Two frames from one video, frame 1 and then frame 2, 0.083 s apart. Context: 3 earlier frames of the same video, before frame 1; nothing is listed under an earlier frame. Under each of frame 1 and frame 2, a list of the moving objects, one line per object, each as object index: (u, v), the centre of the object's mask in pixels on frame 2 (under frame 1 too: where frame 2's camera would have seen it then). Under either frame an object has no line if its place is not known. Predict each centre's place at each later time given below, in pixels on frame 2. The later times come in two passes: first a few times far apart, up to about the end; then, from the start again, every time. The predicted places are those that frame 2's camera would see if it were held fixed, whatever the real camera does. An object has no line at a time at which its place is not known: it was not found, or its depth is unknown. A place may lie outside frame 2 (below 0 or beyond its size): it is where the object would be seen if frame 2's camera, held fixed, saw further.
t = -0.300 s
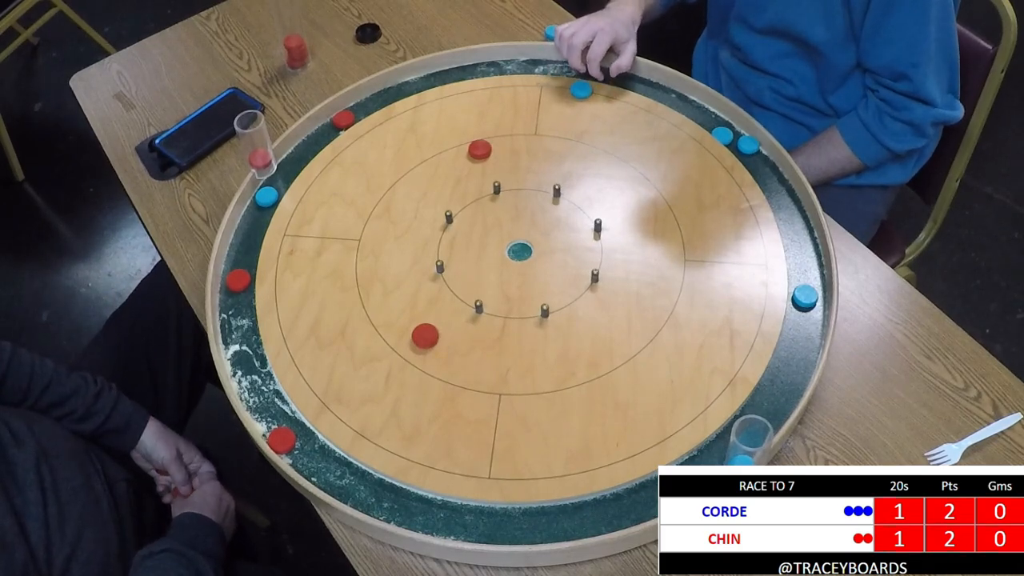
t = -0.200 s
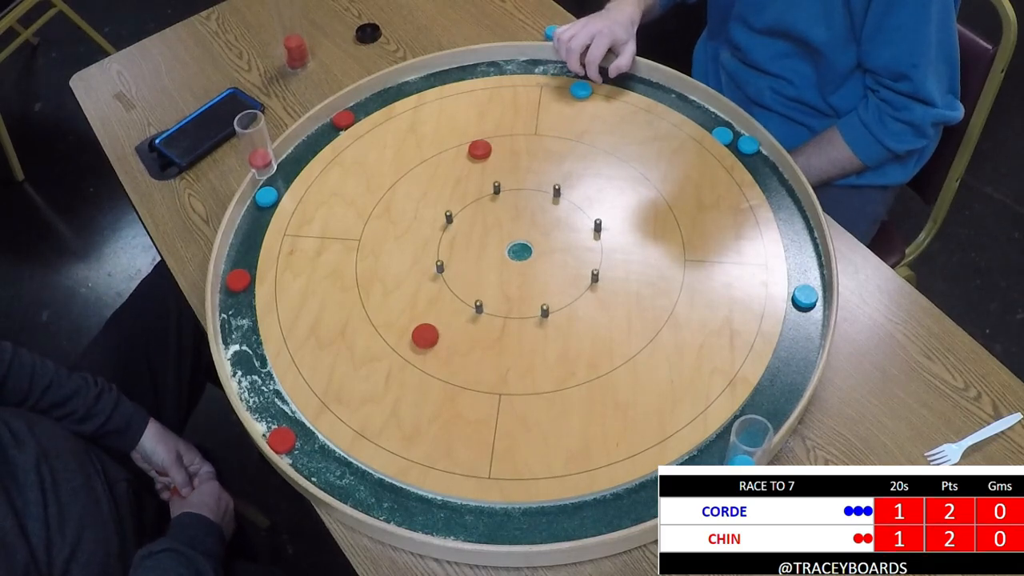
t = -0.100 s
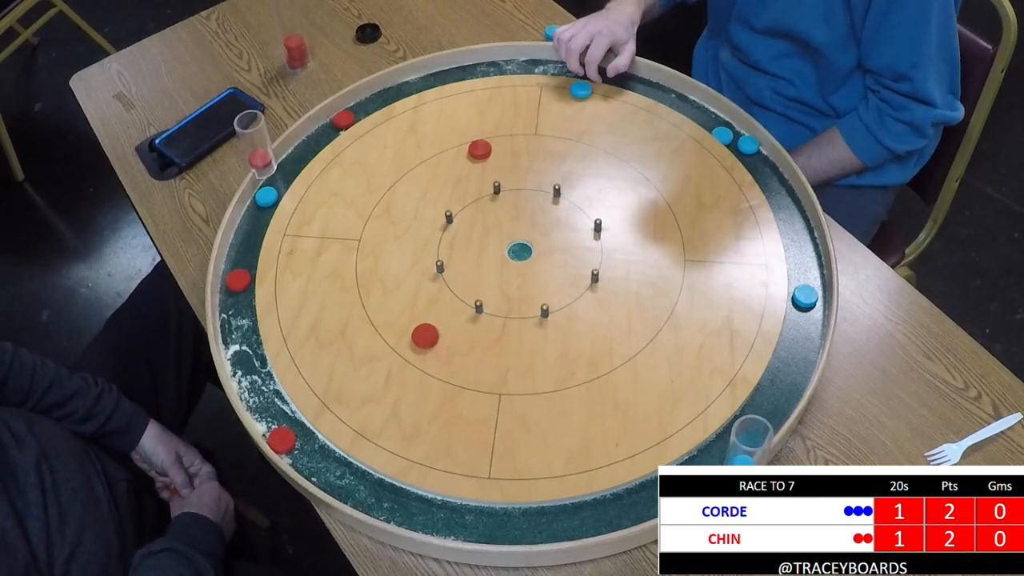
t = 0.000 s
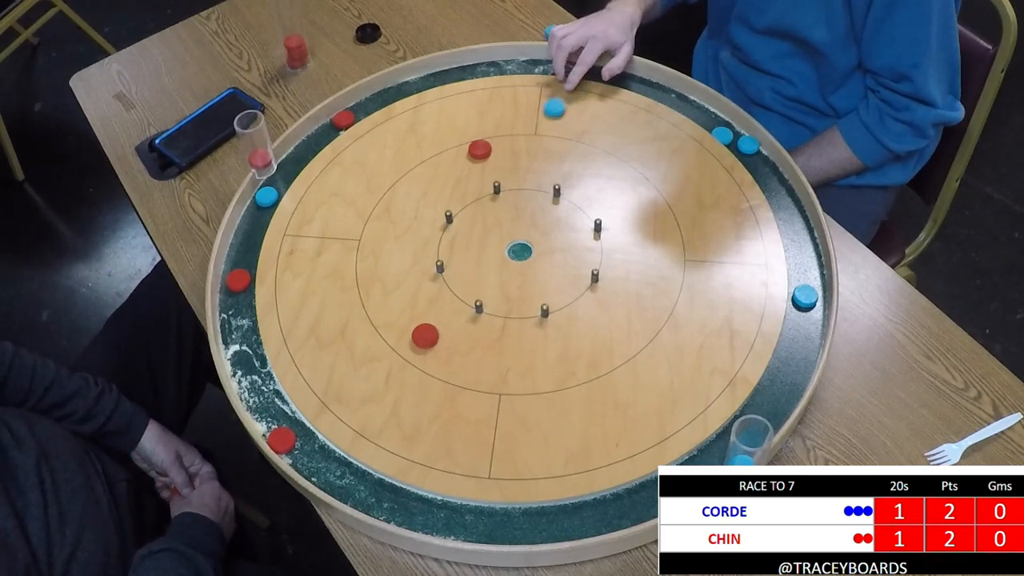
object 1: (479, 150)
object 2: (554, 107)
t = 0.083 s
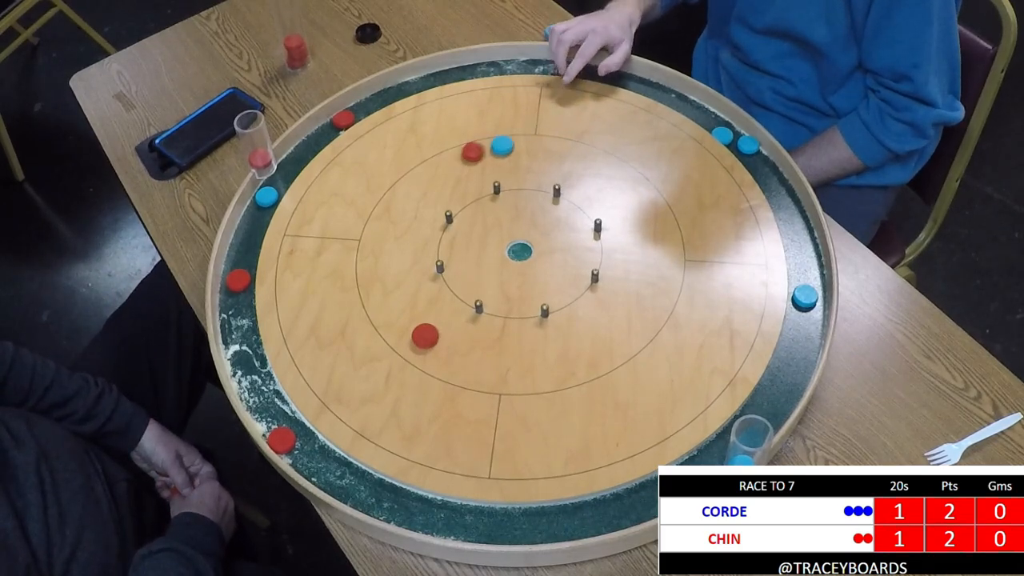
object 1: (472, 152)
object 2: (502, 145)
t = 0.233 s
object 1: (363, 193)
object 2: (506, 172)
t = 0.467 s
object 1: (240, 253)
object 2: (515, 178)
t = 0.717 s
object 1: (235, 259)
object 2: (515, 178)
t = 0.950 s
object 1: (236, 259)
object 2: (515, 178)
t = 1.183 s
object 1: (236, 259)
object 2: (515, 178)
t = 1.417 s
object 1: (236, 259)
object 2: (515, 178)
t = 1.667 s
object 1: (236, 259)
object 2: (515, 178)
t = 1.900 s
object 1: (236, 259)
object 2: (515, 178)
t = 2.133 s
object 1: (236, 259)
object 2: (515, 178)
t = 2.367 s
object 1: (236, 259)
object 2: (515, 178)
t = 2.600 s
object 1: (236, 259)
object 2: (515, 178)
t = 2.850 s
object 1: (236, 259)
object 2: (515, 178)
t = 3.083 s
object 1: (236, 259)
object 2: (515, 178)
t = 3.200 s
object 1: (236, 259)
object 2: (515, 178)
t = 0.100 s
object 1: (460, 157)
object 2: (503, 149)
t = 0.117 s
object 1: (447, 162)
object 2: (503, 152)
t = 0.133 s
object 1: (435, 166)
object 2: (504, 156)
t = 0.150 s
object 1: (423, 170)
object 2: (504, 159)
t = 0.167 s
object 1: (410, 175)
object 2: (504, 161)
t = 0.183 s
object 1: (398, 180)
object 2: (505, 164)
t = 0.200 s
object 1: (386, 184)
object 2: (505, 167)
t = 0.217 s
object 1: (375, 189)
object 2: (505, 170)
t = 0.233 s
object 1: (363, 193)
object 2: (506, 172)
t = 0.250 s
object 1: (352, 197)
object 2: (506, 174)
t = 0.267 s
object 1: (341, 202)
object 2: (506, 176)
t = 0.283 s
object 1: (330, 206)
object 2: (507, 178)
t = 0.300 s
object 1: (319, 210)
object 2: (508, 179)
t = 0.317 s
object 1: (309, 214)
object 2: (509, 179)
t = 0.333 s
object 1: (299, 218)
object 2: (510, 179)
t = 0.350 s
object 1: (289, 223)
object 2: (511, 179)
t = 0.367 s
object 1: (278, 226)
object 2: (512, 178)
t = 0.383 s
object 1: (268, 230)
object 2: (513, 178)
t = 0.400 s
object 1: (259, 234)
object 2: (514, 178)
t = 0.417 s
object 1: (251, 239)
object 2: (514, 178)
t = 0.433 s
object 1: (242, 245)
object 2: (515, 178)
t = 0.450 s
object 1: (236, 251)
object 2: (515, 178)
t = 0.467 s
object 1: (240, 253)
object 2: (515, 178)
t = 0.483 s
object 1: (243, 255)
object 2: (515, 178)
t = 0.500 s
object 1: (246, 258)
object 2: (515, 178)
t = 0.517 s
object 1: (245, 259)
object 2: (515, 178)
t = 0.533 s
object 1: (242, 260)
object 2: (515, 178)
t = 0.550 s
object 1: (240, 259)
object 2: (515, 178)
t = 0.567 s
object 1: (238, 259)
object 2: (515, 178)
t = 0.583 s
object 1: (237, 259)
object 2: (515, 178)
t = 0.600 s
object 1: (235, 259)
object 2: (515, 178)
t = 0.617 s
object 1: (234, 259)
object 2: (515, 178)
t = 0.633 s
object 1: (234, 259)
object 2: (515, 178)
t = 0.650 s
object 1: (234, 259)
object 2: (515, 178)
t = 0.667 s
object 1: (235, 259)
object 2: (515, 178)
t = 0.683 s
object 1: (235, 259)
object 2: (515, 178)
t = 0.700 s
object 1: (235, 259)
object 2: (515, 178)
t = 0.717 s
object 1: (235, 259)
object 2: (515, 178)
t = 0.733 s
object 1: (235, 259)
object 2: (515, 178)
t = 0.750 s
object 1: (236, 259)
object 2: (515, 178)
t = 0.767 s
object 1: (236, 259)
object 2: (515, 178)
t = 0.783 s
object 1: (236, 259)
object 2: (515, 178)
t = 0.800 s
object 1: (236, 259)
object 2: (515, 178)
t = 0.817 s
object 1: (236, 259)
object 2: (515, 178)
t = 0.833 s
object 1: (236, 259)
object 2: (515, 178)
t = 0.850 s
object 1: (236, 259)
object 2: (515, 178)
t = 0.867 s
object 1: (236, 259)
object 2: (515, 178)
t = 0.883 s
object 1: (236, 259)
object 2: (515, 178)
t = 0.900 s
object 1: (236, 259)
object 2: (515, 178)
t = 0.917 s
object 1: (236, 259)
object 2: (515, 178)
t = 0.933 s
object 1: (236, 259)
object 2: (515, 178)
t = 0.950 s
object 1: (236, 259)
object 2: (515, 178)
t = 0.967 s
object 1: (236, 259)
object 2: (515, 178)
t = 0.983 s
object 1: (236, 259)
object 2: (515, 178)
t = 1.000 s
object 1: (236, 259)
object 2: (515, 178)
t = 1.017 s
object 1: (236, 259)
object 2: (515, 178)
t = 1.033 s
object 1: (236, 259)
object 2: (515, 178)
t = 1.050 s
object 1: (236, 259)
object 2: (515, 178)
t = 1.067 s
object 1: (236, 259)
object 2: (515, 178)
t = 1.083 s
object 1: (236, 259)
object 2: (515, 178)
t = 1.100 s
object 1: (236, 259)
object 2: (515, 178)
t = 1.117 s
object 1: (236, 259)
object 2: (515, 178)
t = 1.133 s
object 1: (236, 259)
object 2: (515, 178)
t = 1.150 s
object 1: (236, 259)
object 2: (515, 178)
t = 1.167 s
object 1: (236, 259)
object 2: (515, 178)
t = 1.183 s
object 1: (236, 259)
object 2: (515, 178)
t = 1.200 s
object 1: (236, 259)
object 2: (515, 178)
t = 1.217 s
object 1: (236, 259)
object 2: (515, 178)
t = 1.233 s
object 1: (236, 259)
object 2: (516, 178)
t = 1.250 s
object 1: (236, 259)
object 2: (515, 178)
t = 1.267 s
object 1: (236, 259)
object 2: (515, 178)
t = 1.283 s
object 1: (236, 259)
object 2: (515, 178)
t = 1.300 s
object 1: (236, 259)
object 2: (515, 178)
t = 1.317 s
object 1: (236, 259)
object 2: (515, 178)
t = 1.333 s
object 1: (236, 259)
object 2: (515, 178)
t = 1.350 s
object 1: (236, 259)
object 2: (515, 178)
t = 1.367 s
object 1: (236, 259)
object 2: (515, 178)
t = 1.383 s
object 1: (236, 259)
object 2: (515, 178)
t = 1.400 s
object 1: (236, 259)
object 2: (515, 178)
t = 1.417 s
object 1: (236, 259)
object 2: (515, 178)
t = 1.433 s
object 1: (236, 259)
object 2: (515, 178)
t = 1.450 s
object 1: (236, 259)
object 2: (515, 178)
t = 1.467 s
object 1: (236, 259)
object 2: (515, 178)
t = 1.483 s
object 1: (236, 259)
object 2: (515, 178)
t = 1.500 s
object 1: (236, 259)
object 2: (515, 178)
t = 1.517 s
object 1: (236, 259)
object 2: (515, 178)
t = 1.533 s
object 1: (236, 259)
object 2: (515, 178)
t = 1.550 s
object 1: (236, 259)
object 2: (515, 178)
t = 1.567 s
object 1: (236, 259)
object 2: (515, 178)
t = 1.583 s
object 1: (236, 259)
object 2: (515, 178)
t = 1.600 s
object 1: (236, 259)
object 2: (515, 178)
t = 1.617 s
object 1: (236, 259)
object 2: (515, 178)
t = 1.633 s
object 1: (236, 259)
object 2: (515, 178)
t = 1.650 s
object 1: (236, 259)
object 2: (515, 178)
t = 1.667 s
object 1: (236, 259)
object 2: (515, 178)
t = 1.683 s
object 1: (236, 259)
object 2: (515, 178)
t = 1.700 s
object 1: (236, 259)
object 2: (515, 178)
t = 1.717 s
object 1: (236, 259)
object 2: (515, 178)
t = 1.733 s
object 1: (236, 259)
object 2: (515, 178)
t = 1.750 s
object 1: (236, 259)
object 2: (515, 178)
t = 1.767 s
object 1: (236, 259)
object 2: (515, 178)
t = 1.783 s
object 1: (236, 259)
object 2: (515, 178)
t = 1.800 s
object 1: (236, 259)
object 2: (515, 178)
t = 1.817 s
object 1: (236, 259)
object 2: (515, 178)
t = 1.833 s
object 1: (236, 259)
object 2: (515, 178)
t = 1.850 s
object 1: (236, 259)
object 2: (515, 178)
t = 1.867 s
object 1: (236, 259)
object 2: (515, 178)
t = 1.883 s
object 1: (236, 259)
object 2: (515, 178)
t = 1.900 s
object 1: (236, 259)
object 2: (515, 178)
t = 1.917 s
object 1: (236, 259)
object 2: (515, 178)
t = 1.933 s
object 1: (236, 259)
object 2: (515, 178)
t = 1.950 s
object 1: (236, 259)
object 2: (515, 178)
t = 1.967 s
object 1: (236, 259)
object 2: (515, 178)
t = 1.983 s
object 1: (236, 259)
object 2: (515, 178)
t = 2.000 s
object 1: (236, 259)
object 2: (515, 178)
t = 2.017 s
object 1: (236, 259)
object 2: (515, 178)
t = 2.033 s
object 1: (236, 259)
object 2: (515, 178)
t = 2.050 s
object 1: (236, 259)
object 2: (515, 178)
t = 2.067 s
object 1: (236, 259)
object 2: (515, 178)
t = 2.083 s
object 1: (236, 259)
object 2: (515, 178)
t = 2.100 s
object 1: (236, 259)
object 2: (515, 178)
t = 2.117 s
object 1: (236, 259)
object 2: (515, 178)
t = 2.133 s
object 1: (236, 259)
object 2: (515, 178)
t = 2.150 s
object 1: (236, 259)
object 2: (515, 178)
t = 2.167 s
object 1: (236, 259)
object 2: (515, 178)
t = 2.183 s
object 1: (236, 259)
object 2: (515, 178)
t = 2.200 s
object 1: (236, 259)
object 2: (515, 178)
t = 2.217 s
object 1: (236, 259)
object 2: (515, 178)
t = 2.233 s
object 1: (236, 259)
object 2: (515, 178)
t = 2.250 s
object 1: (236, 259)
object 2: (515, 178)
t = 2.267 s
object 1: (236, 259)
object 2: (515, 178)
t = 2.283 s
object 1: (236, 259)
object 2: (515, 178)
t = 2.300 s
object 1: (236, 259)
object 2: (515, 178)
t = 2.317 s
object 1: (236, 259)
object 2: (515, 178)
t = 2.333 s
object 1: (236, 259)
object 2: (515, 178)
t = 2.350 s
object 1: (236, 259)
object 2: (515, 178)
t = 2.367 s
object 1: (236, 259)
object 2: (515, 178)
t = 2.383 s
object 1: (236, 259)
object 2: (515, 178)
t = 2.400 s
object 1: (236, 259)
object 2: (515, 178)
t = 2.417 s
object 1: (236, 259)
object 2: (515, 178)
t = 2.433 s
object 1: (236, 259)
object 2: (515, 178)
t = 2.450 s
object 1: (236, 259)
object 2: (515, 178)
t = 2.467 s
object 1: (236, 259)
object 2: (515, 178)
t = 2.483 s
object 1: (236, 259)
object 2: (515, 178)
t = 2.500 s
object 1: (236, 259)
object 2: (515, 178)
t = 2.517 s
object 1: (236, 259)
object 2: (515, 178)
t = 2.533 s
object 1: (236, 259)
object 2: (515, 178)
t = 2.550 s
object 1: (236, 259)
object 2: (515, 178)
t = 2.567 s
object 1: (236, 259)
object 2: (515, 178)
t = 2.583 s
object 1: (236, 259)
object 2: (515, 178)
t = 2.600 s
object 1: (236, 259)
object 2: (515, 178)
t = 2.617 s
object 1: (236, 259)
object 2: (515, 178)
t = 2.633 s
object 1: (236, 259)
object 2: (515, 178)
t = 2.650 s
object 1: (236, 259)
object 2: (515, 178)
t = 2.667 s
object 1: (236, 259)
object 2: (515, 178)
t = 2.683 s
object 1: (236, 259)
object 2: (515, 178)
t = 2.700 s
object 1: (236, 259)
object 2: (515, 178)
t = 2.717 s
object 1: (236, 259)
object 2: (515, 178)
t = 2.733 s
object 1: (236, 259)
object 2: (515, 178)
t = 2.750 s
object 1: (236, 259)
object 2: (515, 178)
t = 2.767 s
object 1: (236, 259)
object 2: (515, 178)
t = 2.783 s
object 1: (236, 259)
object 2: (515, 178)
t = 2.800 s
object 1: (236, 259)
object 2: (515, 178)
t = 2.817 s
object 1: (236, 259)
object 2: (515, 178)
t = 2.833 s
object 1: (236, 259)
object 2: (515, 178)
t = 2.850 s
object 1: (236, 259)
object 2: (515, 178)
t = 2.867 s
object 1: (236, 259)
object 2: (515, 178)
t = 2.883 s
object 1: (236, 259)
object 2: (515, 178)
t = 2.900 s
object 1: (236, 259)
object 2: (515, 178)
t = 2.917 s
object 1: (236, 259)
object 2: (515, 178)
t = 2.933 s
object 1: (236, 259)
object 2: (515, 178)
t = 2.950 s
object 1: (236, 259)
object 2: (515, 178)
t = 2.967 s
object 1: (236, 259)
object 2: (515, 178)
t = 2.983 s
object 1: (236, 259)
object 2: (515, 178)
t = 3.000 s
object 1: (236, 259)
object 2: (515, 178)
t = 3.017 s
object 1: (236, 259)
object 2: (515, 178)
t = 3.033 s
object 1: (236, 259)
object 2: (515, 178)
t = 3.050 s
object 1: (236, 259)
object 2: (515, 178)
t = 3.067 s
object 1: (236, 259)
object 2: (515, 178)
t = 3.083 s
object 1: (236, 259)
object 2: (515, 178)
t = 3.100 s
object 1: (236, 259)
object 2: (515, 178)
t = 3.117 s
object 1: (236, 259)
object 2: (515, 178)
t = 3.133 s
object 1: (236, 259)
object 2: (515, 178)
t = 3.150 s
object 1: (236, 259)
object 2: (515, 178)
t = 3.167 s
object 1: (236, 259)
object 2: (515, 178)
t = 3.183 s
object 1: (236, 259)
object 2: (515, 178)
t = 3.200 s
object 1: (236, 259)
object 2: (515, 178)
